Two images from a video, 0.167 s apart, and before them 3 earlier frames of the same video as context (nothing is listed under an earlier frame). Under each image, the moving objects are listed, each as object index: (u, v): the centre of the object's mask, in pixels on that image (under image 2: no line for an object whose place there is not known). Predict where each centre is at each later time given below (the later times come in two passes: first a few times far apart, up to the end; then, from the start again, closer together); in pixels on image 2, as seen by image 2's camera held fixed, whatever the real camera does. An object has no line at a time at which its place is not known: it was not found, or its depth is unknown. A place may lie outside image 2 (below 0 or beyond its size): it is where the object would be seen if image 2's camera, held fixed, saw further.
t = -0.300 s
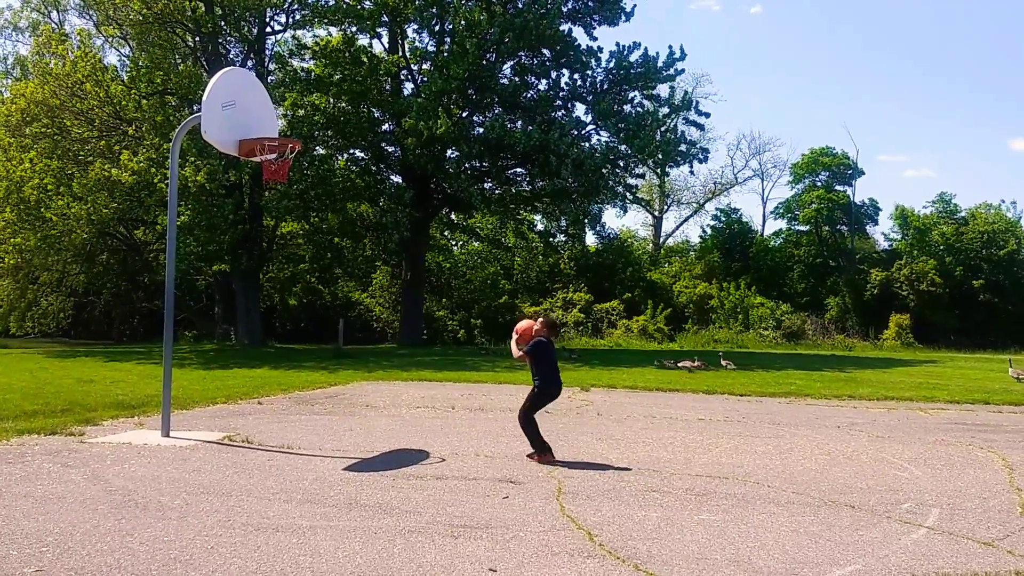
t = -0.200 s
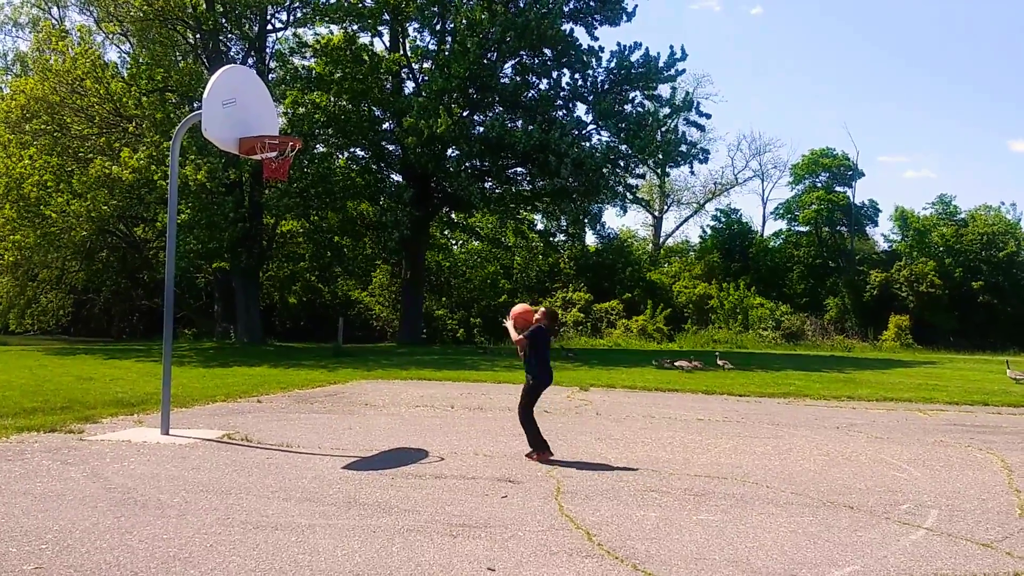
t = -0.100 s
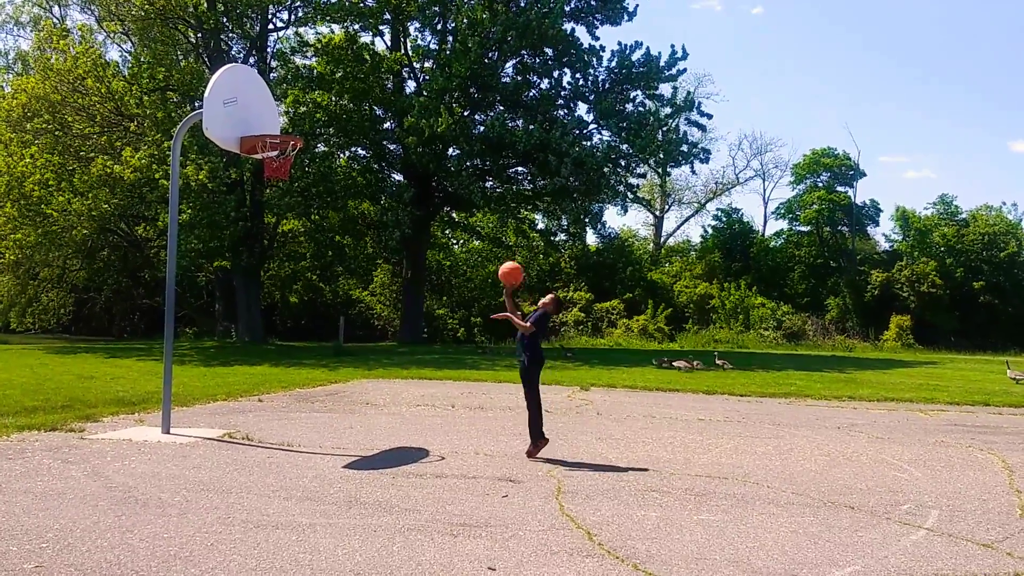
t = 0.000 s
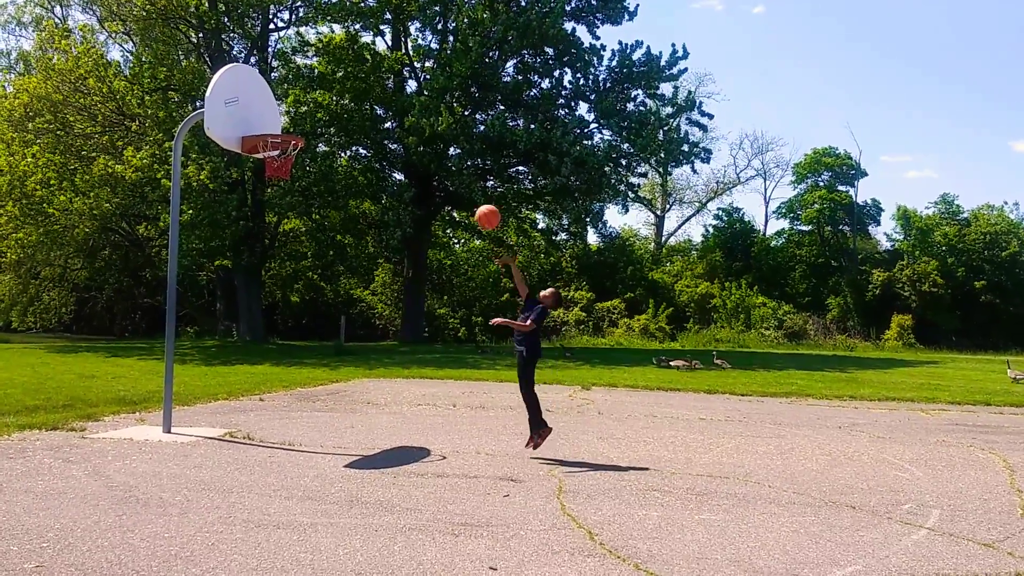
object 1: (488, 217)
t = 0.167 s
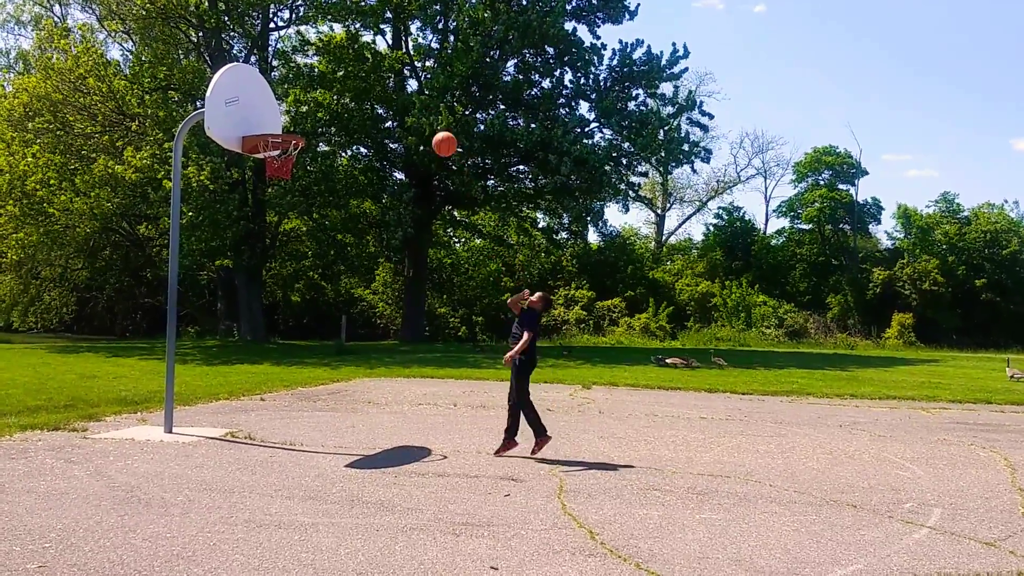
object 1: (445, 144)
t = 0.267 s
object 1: (419, 117)
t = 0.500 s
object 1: (361, 89)
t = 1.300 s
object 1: (298, 126)
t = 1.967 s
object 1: (372, 312)
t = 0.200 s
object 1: (434, 133)
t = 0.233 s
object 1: (426, 124)
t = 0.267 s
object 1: (419, 117)
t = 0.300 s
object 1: (409, 110)
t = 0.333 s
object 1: (402, 103)
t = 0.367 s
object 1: (394, 100)
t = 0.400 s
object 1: (386, 95)
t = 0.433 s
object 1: (379, 93)
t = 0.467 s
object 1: (370, 90)
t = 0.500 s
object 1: (361, 89)
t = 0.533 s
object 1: (353, 89)
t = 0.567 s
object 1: (343, 89)
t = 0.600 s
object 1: (336, 93)
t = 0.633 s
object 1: (327, 98)
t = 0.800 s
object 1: (282, 126)
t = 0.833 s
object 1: (270, 128)
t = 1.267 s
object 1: (294, 119)
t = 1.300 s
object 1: (298, 126)
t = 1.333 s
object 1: (300, 133)
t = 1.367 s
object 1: (304, 136)
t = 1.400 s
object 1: (308, 139)
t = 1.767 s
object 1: (351, 219)
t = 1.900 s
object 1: (364, 277)
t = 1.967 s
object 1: (372, 312)
